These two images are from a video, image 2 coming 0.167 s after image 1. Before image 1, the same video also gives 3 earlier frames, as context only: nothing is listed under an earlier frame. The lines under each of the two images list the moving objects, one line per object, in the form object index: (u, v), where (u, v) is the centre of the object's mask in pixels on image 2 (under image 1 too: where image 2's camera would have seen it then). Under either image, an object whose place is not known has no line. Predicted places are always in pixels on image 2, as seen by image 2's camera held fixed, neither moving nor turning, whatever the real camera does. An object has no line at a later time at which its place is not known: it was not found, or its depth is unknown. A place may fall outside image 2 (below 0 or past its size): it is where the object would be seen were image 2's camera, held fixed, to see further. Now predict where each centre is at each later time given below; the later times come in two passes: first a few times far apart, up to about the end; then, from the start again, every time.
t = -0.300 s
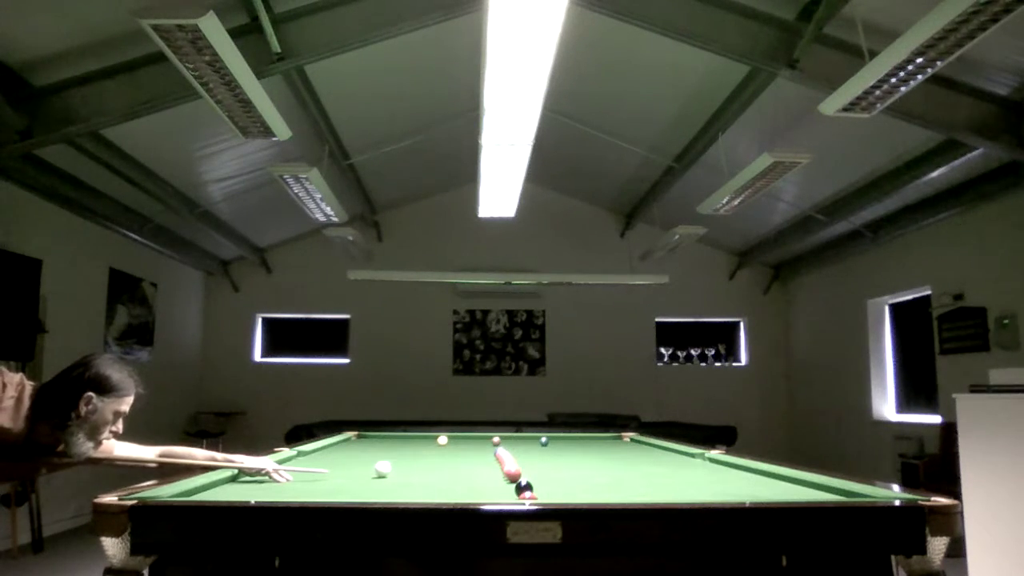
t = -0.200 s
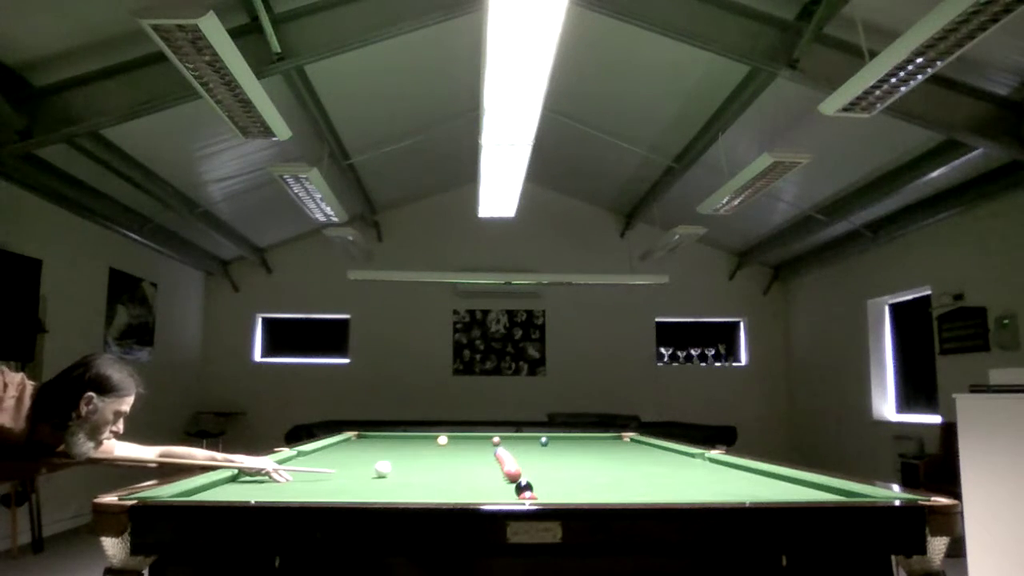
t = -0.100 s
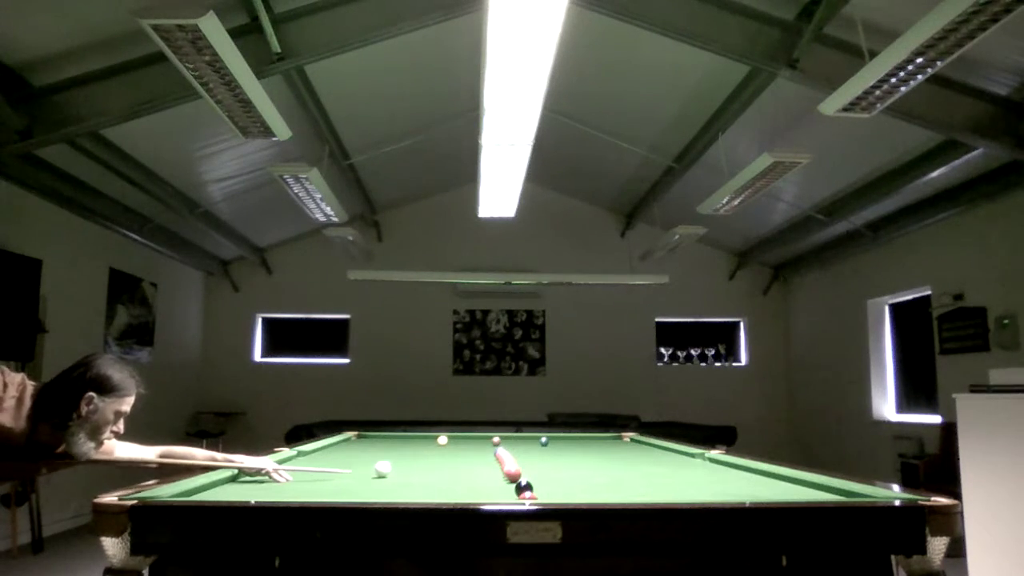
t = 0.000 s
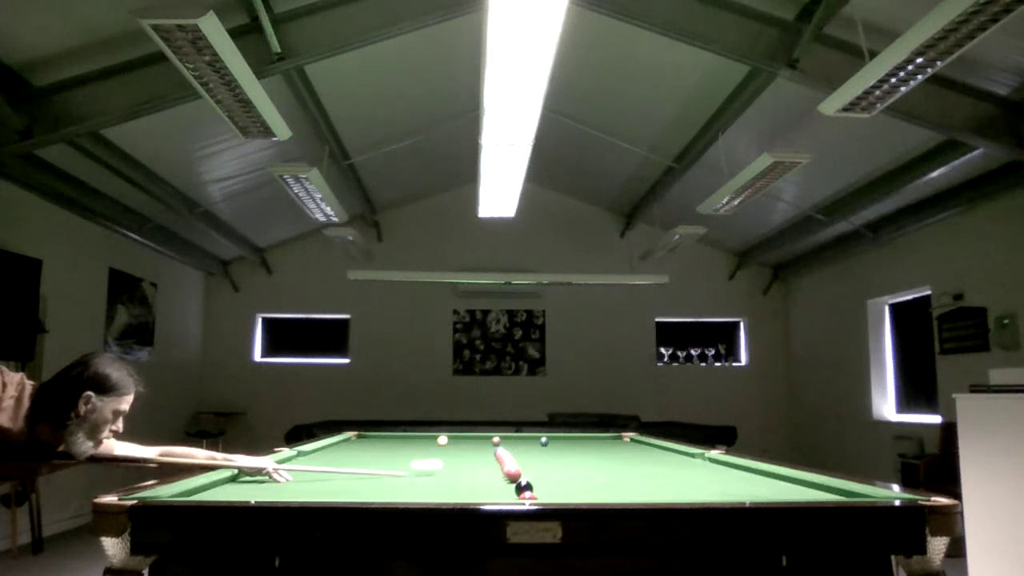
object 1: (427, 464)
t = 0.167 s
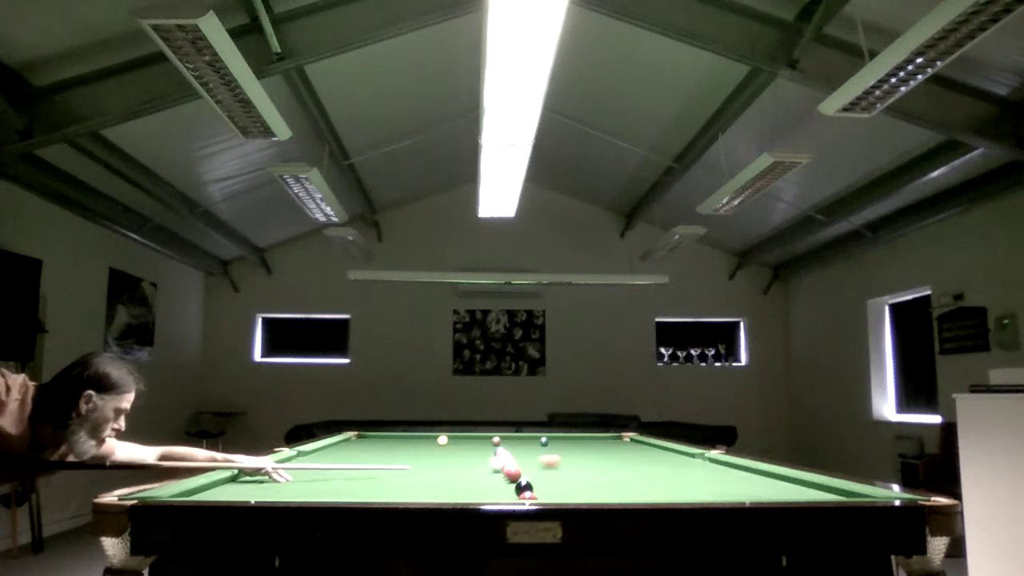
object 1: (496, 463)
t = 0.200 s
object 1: (496, 463)
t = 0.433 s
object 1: (482, 464)
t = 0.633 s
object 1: (468, 466)
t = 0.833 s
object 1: (454, 467)
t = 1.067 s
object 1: (438, 468)
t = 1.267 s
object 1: (425, 469)
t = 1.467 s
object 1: (412, 470)
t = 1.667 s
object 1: (400, 471)
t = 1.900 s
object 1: (387, 472)
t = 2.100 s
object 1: (377, 472)
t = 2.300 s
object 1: (367, 473)
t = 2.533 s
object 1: (357, 474)
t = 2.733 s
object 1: (349, 475)
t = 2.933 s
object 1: (342, 475)
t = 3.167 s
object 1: (335, 475)
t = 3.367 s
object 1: (331, 476)
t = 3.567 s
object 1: (327, 476)
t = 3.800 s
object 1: (325, 476)
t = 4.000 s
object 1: (323, 476)
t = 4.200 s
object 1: (323, 476)
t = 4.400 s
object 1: (323, 476)
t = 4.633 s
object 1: (323, 476)
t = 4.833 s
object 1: (323, 476)
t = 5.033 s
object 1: (323, 476)
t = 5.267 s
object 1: (323, 476)
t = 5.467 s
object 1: (323, 476)
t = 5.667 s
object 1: (323, 476)
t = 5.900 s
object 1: (323, 476)
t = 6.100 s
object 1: (324, 476)
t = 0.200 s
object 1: (496, 463)
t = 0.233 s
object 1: (496, 463)
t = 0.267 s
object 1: (493, 464)
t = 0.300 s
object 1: (491, 464)
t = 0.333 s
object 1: (489, 464)
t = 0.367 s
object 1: (486, 464)
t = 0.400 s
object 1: (485, 464)
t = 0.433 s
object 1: (482, 464)
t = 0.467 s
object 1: (479, 465)
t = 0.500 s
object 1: (477, 465)
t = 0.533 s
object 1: (474, 465)
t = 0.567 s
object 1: (473, 465)
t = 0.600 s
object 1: (470, 465)
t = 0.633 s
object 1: (468, 466)
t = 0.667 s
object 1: (465, 466)
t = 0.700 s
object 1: (463, 466)
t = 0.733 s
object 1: (461, 466)
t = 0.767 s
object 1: (459, 466)
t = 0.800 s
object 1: (456, 467)
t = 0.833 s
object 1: (454, 467)
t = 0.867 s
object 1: (452, 467)
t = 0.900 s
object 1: (449, 467)
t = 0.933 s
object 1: (447, 468)
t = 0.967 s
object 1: (445, 468)
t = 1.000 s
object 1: (442, 468)
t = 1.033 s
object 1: (440, 468)
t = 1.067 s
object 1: (438, 468)
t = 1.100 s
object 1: (436, 469)
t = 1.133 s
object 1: (434, 469)
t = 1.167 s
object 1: (431, 469)
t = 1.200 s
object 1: (429, 469)
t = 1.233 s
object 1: (427, 469)
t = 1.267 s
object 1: (425, 469)
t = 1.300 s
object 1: (423, 469)
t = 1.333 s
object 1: (421, 469)
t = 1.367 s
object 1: (418, 469)
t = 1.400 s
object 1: (417, 470)
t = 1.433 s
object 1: (415, 470)
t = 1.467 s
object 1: (412, 470)
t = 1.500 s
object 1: (410, 470)
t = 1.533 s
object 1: (408, 470)
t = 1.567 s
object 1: (406, 470)
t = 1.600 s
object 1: (404, 471)
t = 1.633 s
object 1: (403, 471)
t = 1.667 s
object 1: (400, 471)
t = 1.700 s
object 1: (399, 471)
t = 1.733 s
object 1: (397, 471)
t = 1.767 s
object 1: (395, 471)
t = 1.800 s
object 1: (393, 471)
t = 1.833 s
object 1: (391, 471)
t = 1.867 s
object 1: (389, 472)
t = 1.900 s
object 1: (387, 472)
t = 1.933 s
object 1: (385, 472)
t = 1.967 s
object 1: (384, 472)
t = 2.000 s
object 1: (382, 472)
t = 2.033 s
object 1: (380, 472)
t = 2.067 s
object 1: (379, 472)
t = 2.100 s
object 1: (377, 472)
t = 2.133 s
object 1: (375, 473)
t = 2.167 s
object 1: (373, 472)
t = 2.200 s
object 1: (372, 473)
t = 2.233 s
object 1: (370, 473)
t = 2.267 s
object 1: (368, 473)
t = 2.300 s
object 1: (367, 473)
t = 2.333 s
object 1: (366, 473)
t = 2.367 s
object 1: (364, 473)
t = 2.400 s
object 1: (363, 473)
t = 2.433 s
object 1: (361, 474)
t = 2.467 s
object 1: (360, 474)
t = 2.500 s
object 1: (358, 474)
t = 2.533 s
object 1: (357, 474)
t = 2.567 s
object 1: (355, 474)
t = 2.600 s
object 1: (354, 474)
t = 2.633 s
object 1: (353, 474)
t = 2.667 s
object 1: (351, 474)
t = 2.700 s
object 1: (350, 474)
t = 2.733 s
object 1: (349, 475)
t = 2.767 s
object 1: (348, 475)
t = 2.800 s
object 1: (346, 475)
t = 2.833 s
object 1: (345, 475)
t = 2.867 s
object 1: (344, 475)
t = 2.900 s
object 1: (343, 475)
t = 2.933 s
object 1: (342, 475)
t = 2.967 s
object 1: (341, 475)
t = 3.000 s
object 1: (340, 475)
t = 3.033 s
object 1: (339, 475)
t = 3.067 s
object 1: (338, 475)
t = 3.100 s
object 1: (337, 475)
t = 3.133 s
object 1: (336, 475)
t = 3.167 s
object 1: (335, 475)
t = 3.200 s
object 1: (334, 475)
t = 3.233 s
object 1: (334, 475)
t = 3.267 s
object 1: (333, 476)
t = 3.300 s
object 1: (332, 476)
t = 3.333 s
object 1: (331, 476)
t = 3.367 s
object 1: (331, 476)
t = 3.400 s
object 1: (330, 476)
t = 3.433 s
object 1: (329, 476)
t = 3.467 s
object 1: (329, 476)
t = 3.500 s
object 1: (328, 476)
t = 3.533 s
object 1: (327, 476)
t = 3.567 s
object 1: (327, 476)
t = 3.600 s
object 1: (326, 476)
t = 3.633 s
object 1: (326, 476)
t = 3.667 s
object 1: (326, 476)
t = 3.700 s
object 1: (325, 476)
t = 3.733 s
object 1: (325, 476)
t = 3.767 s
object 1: (325, 476)
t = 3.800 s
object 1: (325, 476)
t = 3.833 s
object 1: (324, 476)
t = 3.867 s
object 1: (324, 476)
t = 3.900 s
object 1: (324, 476)
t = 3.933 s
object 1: (324, 476)
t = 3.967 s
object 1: (324, 476)
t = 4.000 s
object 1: (323, 476)
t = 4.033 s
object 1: (323, 476)
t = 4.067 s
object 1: (323, 476)
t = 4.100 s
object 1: (323, 476)
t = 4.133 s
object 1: (323, 476)
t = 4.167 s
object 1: (323, 476)
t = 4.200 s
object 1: (323, 476)
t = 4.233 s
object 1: (323, 476)
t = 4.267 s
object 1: (323, 476)
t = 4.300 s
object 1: (323, 476)
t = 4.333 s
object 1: (323, 476)
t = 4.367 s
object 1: (323, 476)
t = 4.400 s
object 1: (323, 476)
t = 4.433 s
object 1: (323, 476)
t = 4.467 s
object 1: (323, 476)
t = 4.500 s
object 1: (323, 476)
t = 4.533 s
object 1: (323, 476)
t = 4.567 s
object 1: (323, 476)
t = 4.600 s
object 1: (323, 476)
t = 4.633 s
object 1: (323, 476)
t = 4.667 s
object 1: (323, 476)
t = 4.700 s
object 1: (323, 476)
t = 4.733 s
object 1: (323, 476)
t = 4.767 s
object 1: (323, 476)
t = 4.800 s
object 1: (323, 476)
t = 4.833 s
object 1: (323, 476)
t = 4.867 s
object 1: (323, 476)
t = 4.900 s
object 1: (323, 476)
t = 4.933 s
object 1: (323, 476)
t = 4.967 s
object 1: (323, 476)
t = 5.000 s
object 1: (323, 476)
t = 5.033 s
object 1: (323, 476)
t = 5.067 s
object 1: (323, 476)
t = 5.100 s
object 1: (323, 476)
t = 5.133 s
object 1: (323, 476)
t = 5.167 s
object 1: (323, 476)
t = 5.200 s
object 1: (323, 476)
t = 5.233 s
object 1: (323, 476)
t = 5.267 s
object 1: (323, 476)
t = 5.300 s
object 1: (323, 476)
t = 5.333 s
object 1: (323, 476)
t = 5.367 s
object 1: (323, 476)
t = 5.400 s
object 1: (323, 476)
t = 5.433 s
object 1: (323, 476)
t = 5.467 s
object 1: (323, 476)
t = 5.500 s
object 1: (323, 476)
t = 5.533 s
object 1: (323, 476)
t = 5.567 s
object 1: (324, 476)
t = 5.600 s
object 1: (323, 476)
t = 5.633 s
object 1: (323, 476)
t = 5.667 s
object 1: (323, 476)
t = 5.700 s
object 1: (323, 476)
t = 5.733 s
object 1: (323, 476)
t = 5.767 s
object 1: (323, 476)
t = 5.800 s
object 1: (323, 476)
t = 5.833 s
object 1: (324, 476)
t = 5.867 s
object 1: (323, 476)
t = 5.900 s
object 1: (323, 476)
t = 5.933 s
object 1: (323, 476)
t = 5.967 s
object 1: (323, 476)
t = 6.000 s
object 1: (323, 476)
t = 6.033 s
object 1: (323, 476)
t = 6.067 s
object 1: (323, 476)
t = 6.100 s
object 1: (324, 476)
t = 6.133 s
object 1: (323, 476)
